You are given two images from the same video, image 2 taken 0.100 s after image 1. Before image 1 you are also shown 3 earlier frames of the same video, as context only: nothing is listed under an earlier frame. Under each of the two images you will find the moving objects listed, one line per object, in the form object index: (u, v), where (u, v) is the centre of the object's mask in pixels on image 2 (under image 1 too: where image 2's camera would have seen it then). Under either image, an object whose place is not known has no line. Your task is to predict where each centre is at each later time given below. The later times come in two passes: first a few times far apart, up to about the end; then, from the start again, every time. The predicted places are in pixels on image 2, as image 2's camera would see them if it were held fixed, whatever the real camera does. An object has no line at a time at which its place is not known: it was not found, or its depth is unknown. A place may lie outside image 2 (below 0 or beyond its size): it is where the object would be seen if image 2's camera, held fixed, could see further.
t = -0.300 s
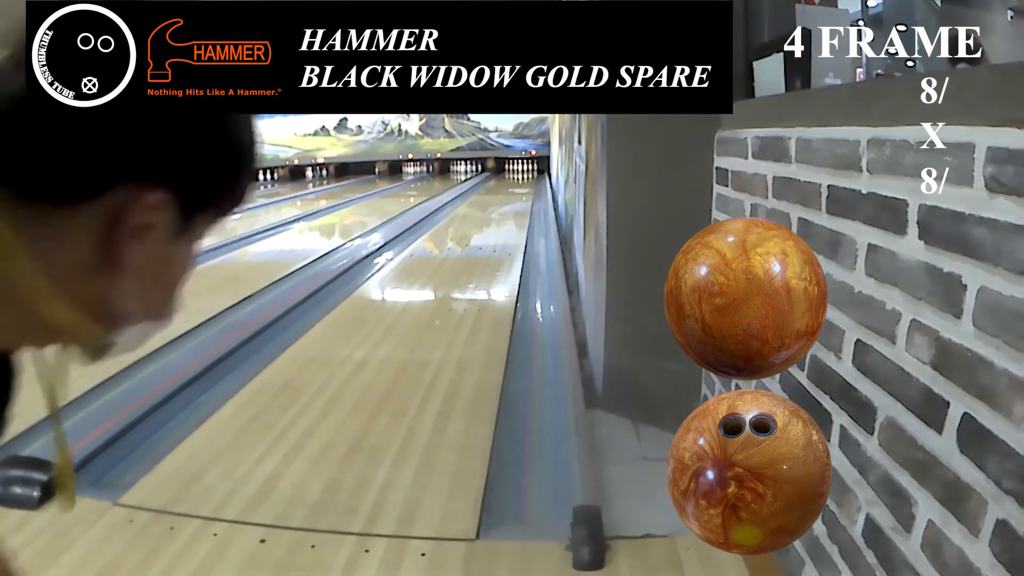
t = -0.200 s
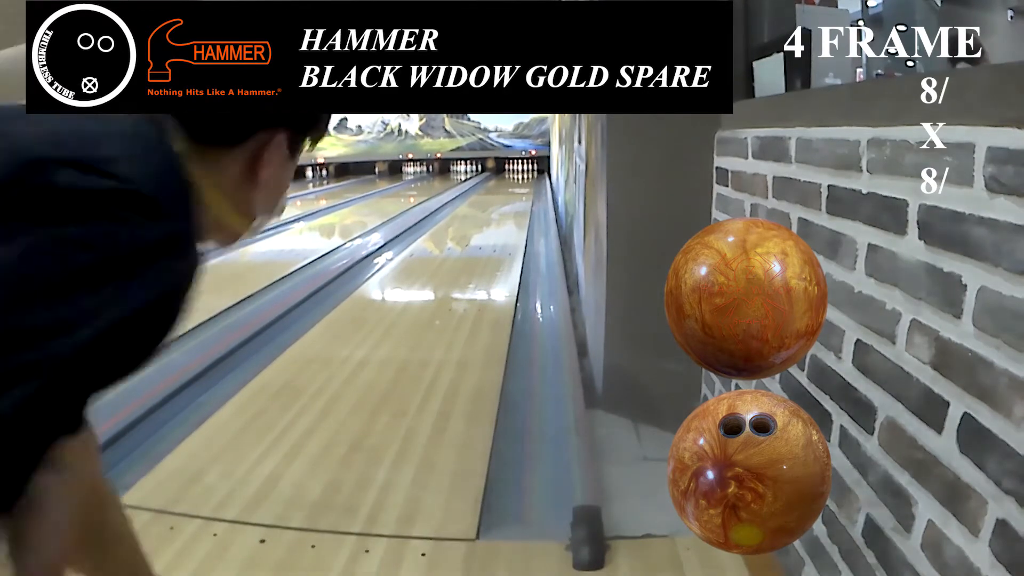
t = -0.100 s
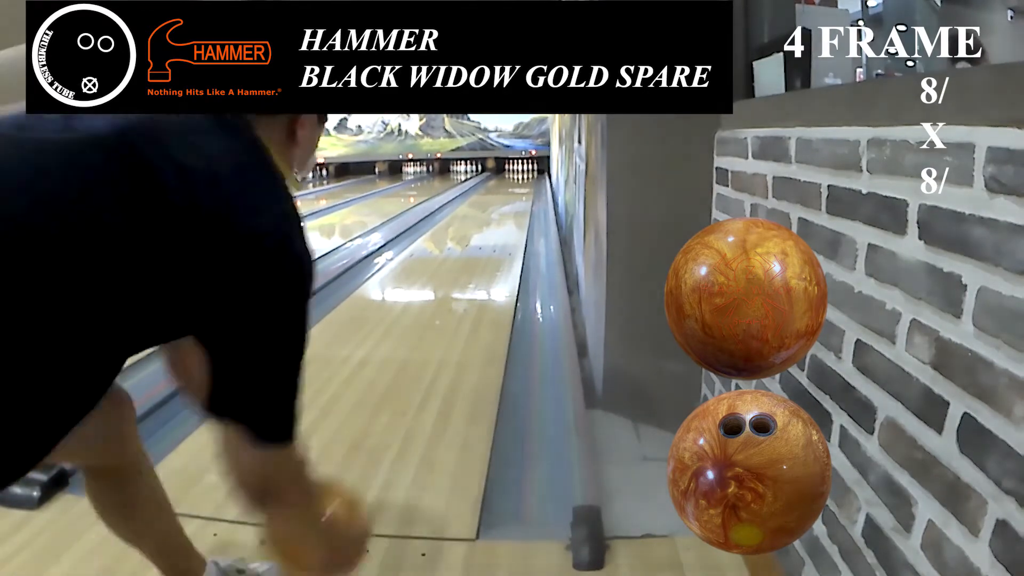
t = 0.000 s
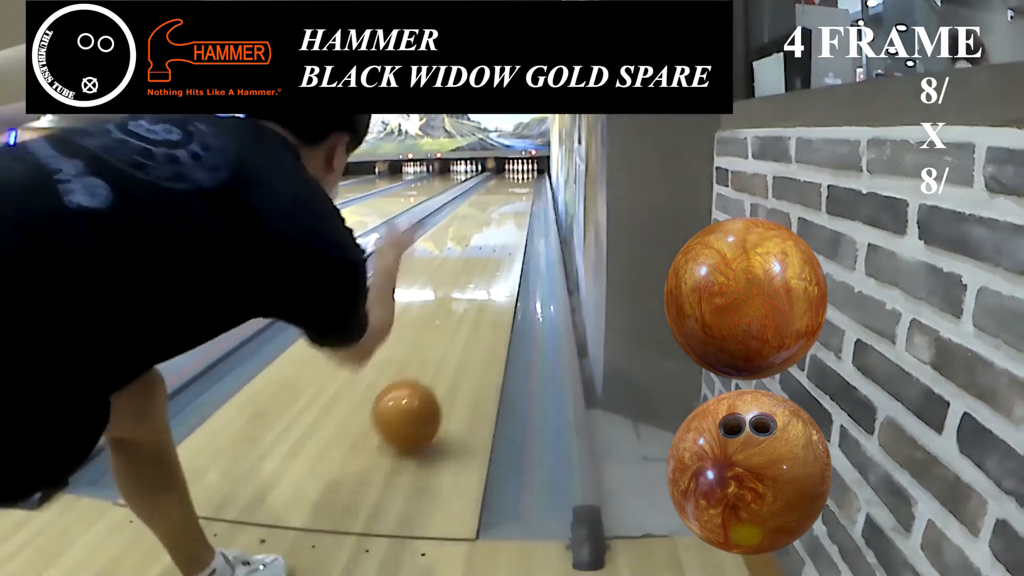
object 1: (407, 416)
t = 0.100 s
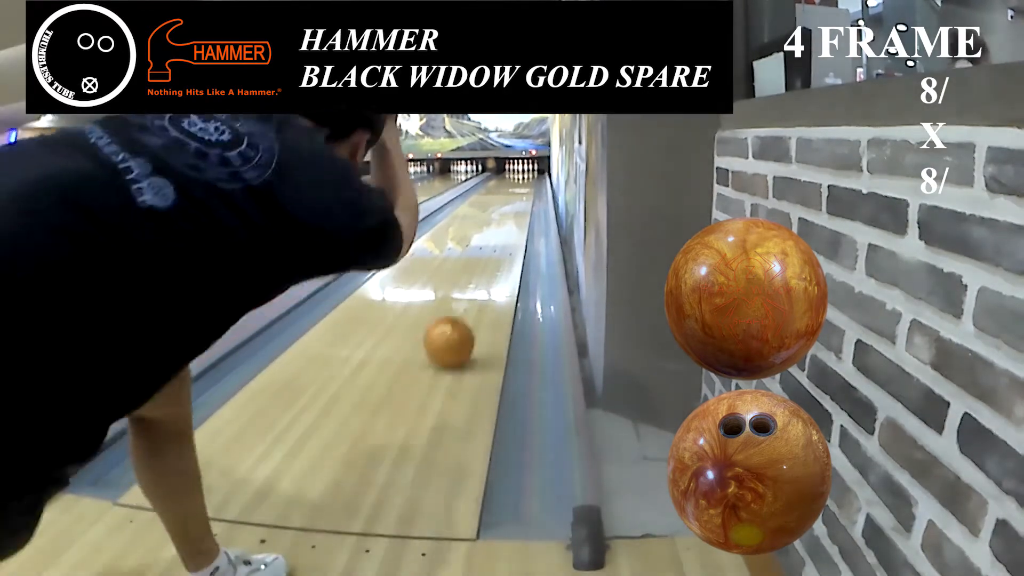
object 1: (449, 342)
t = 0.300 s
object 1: (488, 268)
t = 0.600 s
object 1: (512, 223)
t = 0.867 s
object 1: (521, 204)
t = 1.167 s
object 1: (525, 191)
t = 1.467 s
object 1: (527, 184)
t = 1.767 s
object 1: (527, 177)
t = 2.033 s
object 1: (528, 175)
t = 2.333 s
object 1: (524, 173)
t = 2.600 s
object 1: (525, 168)
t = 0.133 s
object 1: (458, 324)
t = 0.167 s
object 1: (466, 310)
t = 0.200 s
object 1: (473, 297)
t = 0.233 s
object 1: (478, 286)
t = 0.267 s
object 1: (484, 277)
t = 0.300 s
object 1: (488, 268)
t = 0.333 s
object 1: (492, 261)
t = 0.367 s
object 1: (496, 254)
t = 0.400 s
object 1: (499, 248)
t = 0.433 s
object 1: (501, 243)
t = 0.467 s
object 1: (504, 238)
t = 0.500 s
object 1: (506, 234)
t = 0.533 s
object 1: (508, 230)
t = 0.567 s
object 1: (510, 226)
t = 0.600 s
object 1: (512, 223)
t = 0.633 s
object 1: (513, 220)
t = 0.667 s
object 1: (515, 217)
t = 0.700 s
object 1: (516, 215)
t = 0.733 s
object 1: (517, 212)
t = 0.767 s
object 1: (518, 210)
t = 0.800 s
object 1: (519, 208)
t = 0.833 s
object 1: (520, 206)
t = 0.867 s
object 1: (521, 204)
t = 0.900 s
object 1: (522, 202)
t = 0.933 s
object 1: (522, 200)
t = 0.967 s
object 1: (523, 199)
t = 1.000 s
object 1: (524, 197)
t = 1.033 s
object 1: (524, 196)
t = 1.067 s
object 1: (525, 195)
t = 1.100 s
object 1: (525, 193)
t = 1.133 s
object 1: (525, 192)
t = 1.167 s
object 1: (525, 191)
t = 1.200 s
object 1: (526, 189)
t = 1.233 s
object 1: (526, 188)
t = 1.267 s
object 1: (526, 188)
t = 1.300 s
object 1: (526, 187)
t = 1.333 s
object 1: (526, 186)
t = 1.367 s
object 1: (526, 185)
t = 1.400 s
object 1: (526, 184)
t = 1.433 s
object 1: (526, 184)
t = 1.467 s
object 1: (527, 184)
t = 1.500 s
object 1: (527, 183)
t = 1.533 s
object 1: (528, 181)
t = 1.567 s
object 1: (527, 180)
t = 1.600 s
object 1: (528, 179)
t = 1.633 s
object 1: (527, 178)
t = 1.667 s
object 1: (527, 178)
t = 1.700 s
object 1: (528, 178)
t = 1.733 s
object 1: (528, 178)
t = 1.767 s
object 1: (527, 177)
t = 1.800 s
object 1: (527, 177)
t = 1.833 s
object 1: (528, 176)
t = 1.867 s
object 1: (528, 176)
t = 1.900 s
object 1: (528, 176)
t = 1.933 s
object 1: (527, 175)
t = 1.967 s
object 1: (528, 175)
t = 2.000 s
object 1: (527, 174)
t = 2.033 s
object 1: (528, 175)
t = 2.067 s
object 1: (527, 174)
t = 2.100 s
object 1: (528, 175)
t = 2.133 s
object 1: (526, 174)
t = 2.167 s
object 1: (526, 174)
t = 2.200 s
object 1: (527, 173)
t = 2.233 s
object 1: (525, 171)
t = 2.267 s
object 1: (525, 171)
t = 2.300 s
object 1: (525, 171)
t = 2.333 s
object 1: (524, 173)
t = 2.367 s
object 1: (525, 171)
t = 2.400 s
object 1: (525, 170)
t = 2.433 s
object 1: (525, 170)
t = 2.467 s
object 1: (524, 169)
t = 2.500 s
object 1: (526, 169)
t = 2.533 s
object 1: (525, 168)
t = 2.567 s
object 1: (524, 168)
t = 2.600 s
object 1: (525, 168)
